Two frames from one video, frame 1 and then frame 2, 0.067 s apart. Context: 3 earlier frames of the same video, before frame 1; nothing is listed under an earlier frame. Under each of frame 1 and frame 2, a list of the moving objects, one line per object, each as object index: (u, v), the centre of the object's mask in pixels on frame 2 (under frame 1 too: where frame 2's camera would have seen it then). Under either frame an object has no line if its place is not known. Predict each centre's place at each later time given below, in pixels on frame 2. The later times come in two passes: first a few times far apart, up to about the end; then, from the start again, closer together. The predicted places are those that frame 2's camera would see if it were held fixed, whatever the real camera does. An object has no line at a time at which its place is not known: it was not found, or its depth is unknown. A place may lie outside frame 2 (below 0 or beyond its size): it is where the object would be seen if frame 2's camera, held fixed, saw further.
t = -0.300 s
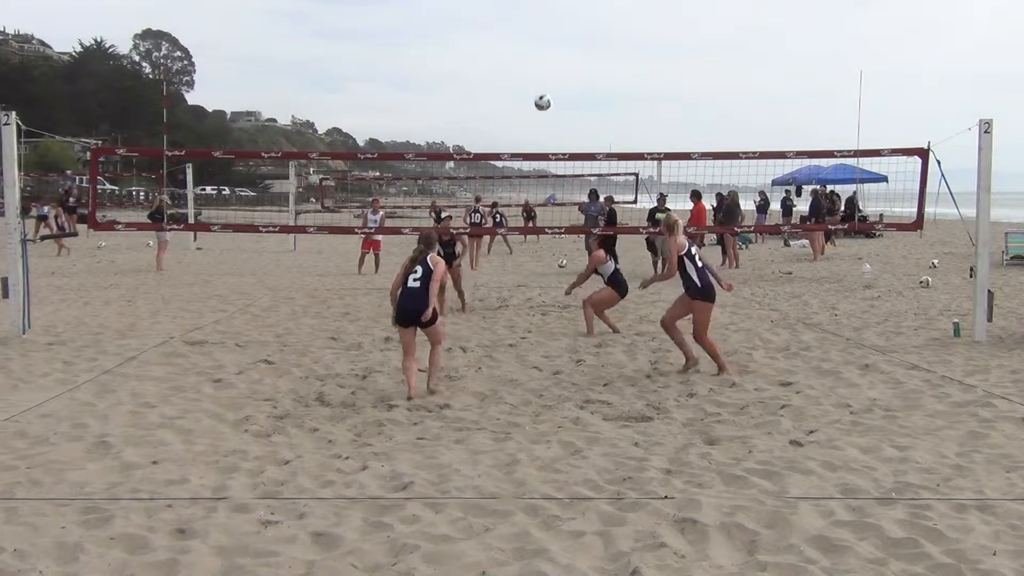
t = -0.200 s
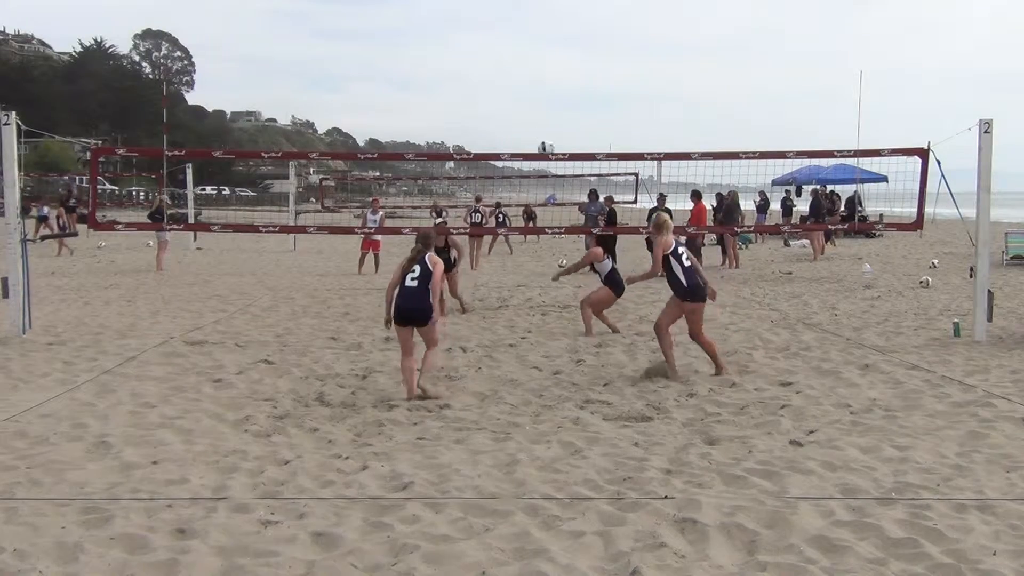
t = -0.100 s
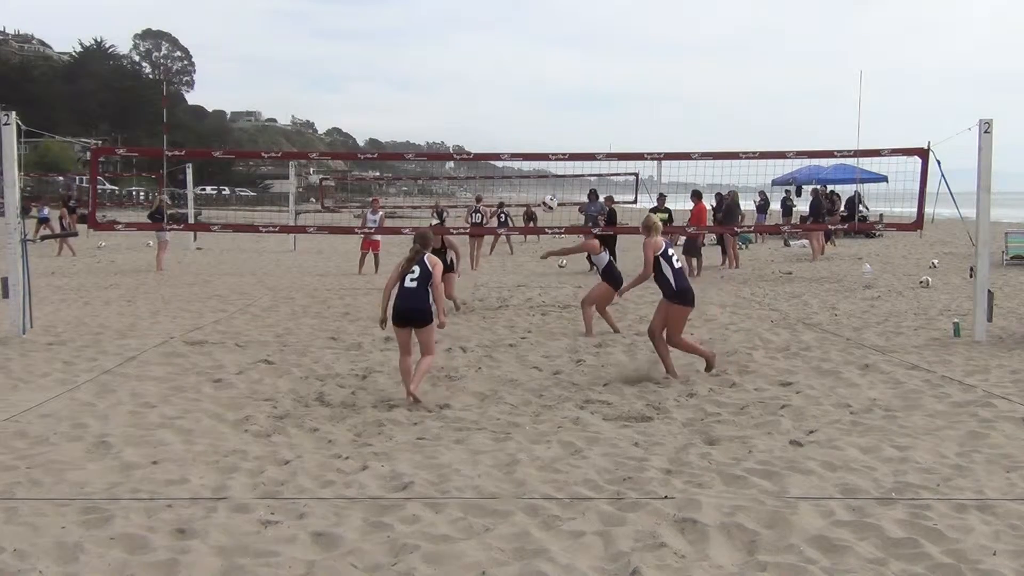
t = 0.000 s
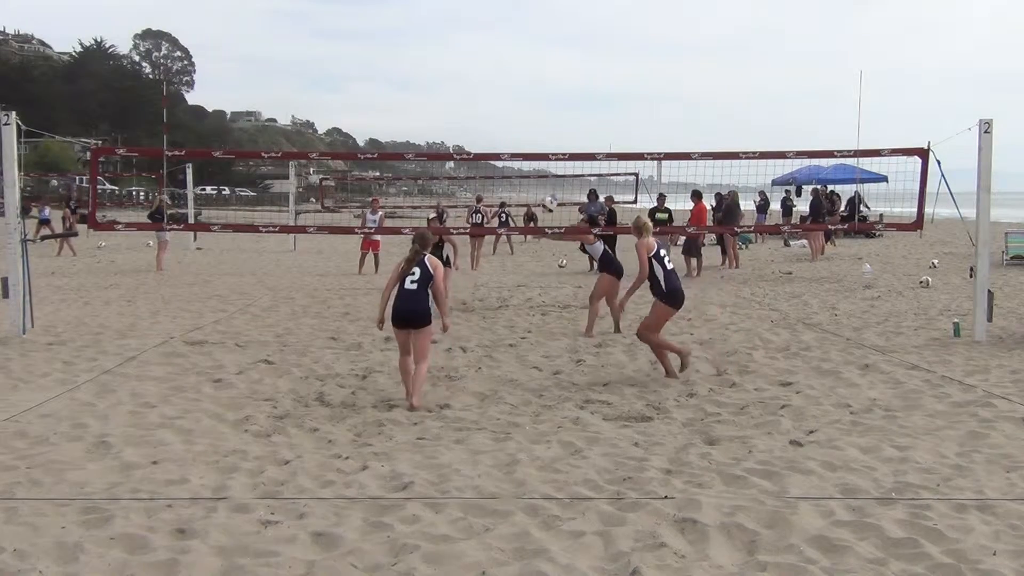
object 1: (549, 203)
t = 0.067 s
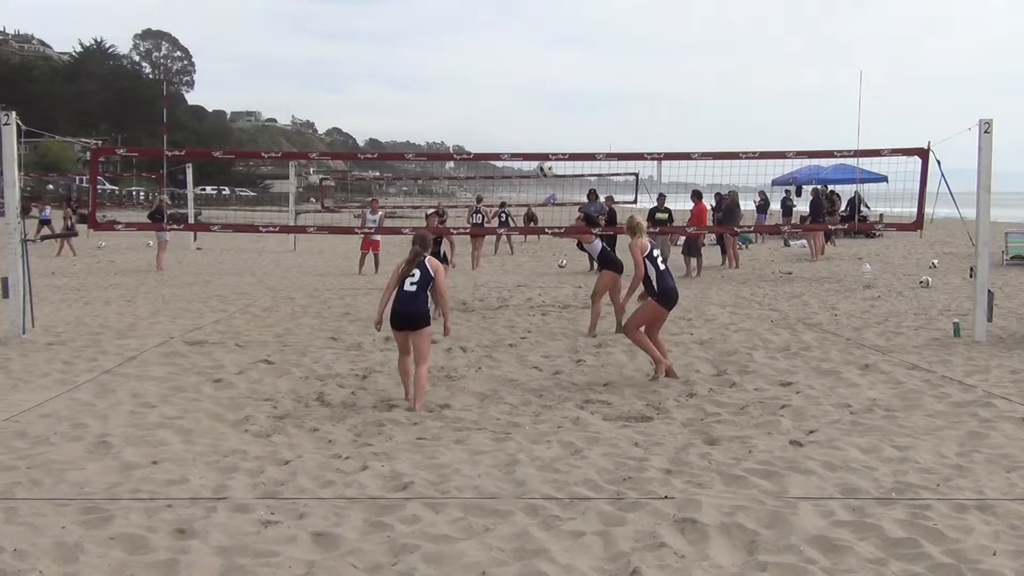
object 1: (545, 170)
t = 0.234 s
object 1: (535, 96)
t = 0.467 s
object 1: (521, 30)
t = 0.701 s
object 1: (507, 7)
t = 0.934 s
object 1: (492, 26)
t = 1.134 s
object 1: (480, 77)
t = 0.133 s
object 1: (540, 137)
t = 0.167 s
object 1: (539, 122)
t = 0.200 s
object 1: (537, 108)
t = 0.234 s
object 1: (535, 96)
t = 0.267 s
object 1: (534, 84)
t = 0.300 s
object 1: (532, 72)
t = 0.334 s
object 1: (529, 62)
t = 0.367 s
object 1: (527, 52)
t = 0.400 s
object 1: (525, 44)
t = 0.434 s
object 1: (523, 36)
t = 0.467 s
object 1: (521, 30)
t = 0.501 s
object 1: (519, 24)
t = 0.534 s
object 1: (517, 19)
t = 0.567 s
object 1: (514, 14)
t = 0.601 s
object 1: (513, 11)
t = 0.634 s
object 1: (510, 8)
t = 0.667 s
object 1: (508, 7)
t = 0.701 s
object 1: (507, 7)
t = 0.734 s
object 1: (504, 7)
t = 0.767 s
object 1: (502, 7)
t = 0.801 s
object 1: (500, 8)
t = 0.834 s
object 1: (498, 12)
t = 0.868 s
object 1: (496, 15)
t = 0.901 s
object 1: (494, 20)
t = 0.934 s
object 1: (492, 26)
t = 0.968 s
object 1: (490, 32)
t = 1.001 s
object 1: (488, 39)
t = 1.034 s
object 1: (487, 47)
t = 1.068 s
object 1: (484, 56)
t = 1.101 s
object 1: (482, 66)
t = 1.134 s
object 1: (480, 77)
